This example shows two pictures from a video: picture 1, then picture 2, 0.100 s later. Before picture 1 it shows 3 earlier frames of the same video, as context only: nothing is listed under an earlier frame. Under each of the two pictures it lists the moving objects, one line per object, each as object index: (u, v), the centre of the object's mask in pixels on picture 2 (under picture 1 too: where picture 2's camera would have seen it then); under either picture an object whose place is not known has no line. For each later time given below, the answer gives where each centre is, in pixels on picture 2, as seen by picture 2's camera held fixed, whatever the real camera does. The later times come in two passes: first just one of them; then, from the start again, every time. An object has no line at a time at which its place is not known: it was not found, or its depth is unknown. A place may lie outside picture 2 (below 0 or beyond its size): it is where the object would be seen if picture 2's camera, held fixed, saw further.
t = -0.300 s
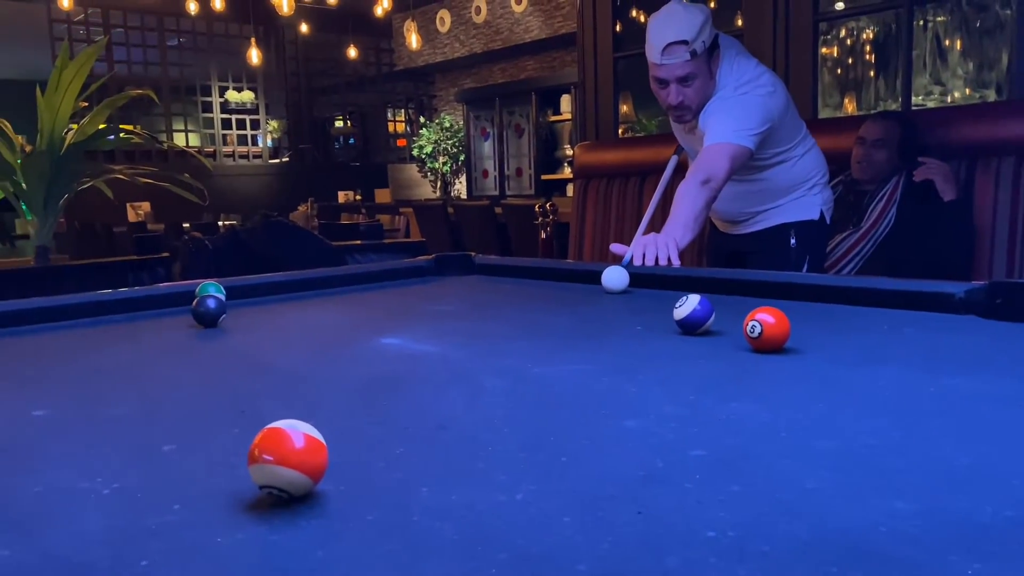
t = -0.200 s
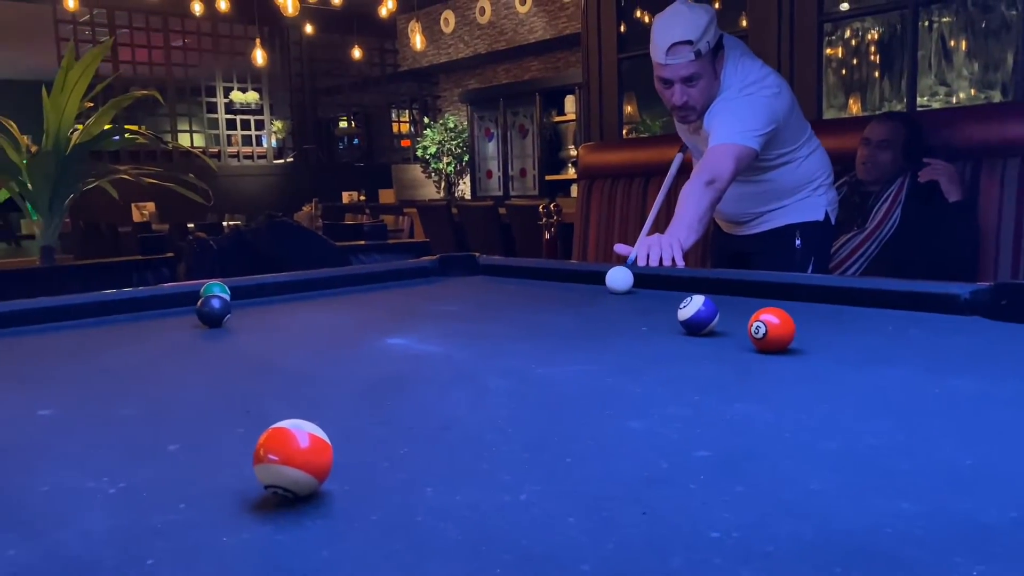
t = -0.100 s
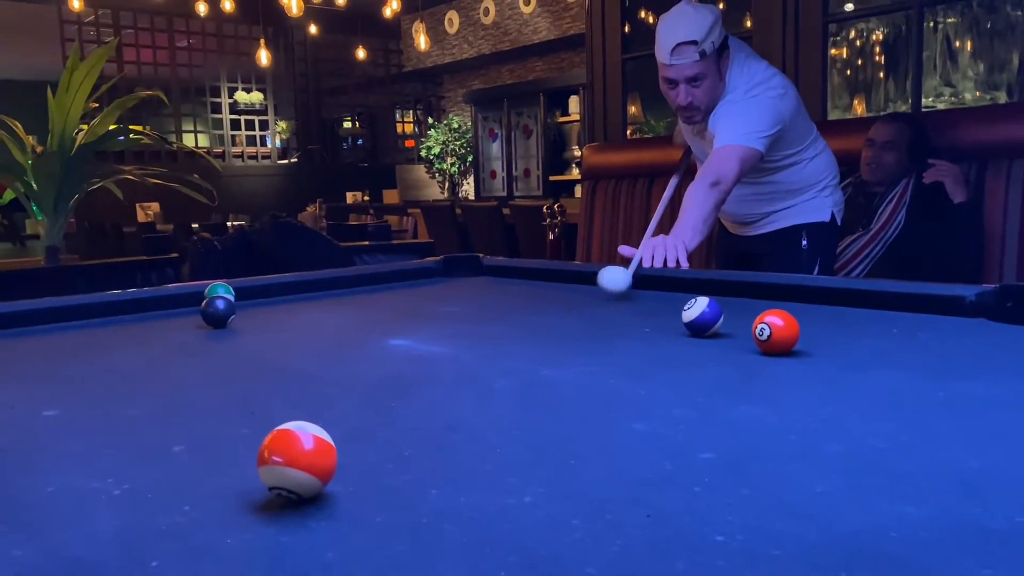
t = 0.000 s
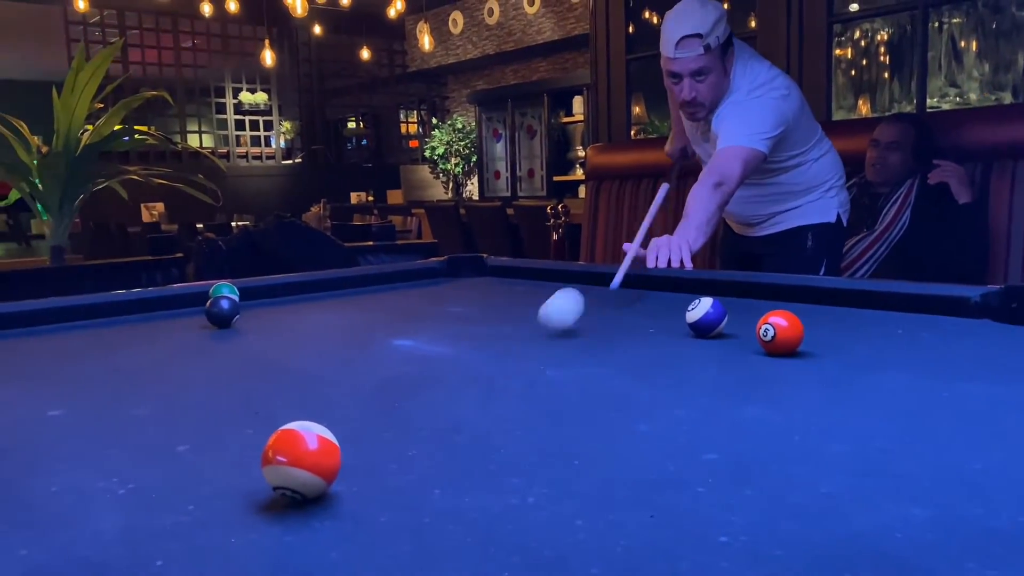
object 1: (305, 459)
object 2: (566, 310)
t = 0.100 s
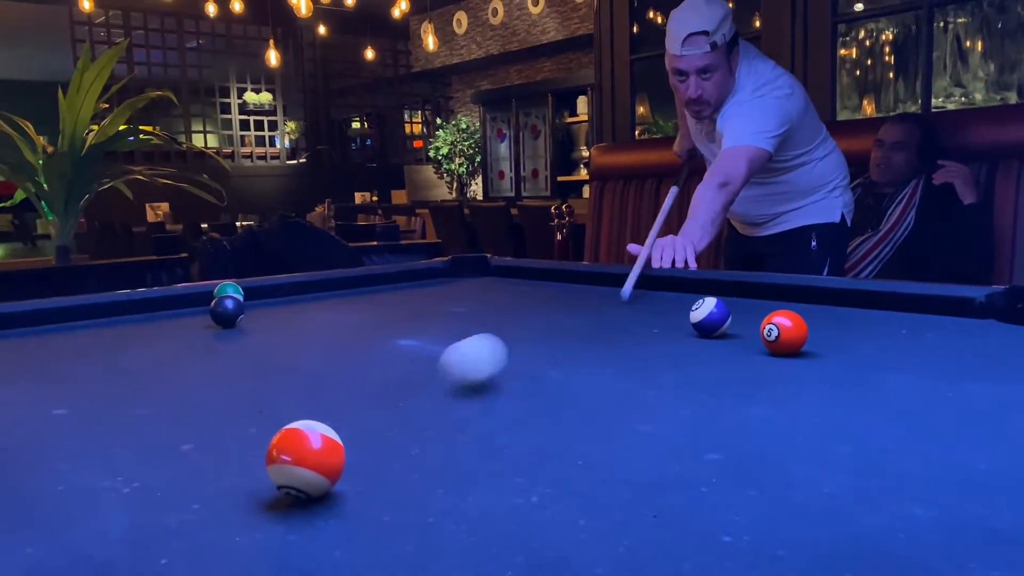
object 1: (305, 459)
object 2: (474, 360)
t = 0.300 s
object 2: (295, 433)
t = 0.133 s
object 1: (305, 459)
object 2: (430, 384)
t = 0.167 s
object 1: (305, 459)
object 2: (374, 413)
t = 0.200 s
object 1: (273, 473)
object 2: (335, 426)
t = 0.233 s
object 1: (189, 527)
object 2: (319, 425)
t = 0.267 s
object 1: (101, 557)
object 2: (309, 432)
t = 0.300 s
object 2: (295, 433)
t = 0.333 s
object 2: (281, 438)
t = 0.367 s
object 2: (267, 441)
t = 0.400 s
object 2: (251, 444)
